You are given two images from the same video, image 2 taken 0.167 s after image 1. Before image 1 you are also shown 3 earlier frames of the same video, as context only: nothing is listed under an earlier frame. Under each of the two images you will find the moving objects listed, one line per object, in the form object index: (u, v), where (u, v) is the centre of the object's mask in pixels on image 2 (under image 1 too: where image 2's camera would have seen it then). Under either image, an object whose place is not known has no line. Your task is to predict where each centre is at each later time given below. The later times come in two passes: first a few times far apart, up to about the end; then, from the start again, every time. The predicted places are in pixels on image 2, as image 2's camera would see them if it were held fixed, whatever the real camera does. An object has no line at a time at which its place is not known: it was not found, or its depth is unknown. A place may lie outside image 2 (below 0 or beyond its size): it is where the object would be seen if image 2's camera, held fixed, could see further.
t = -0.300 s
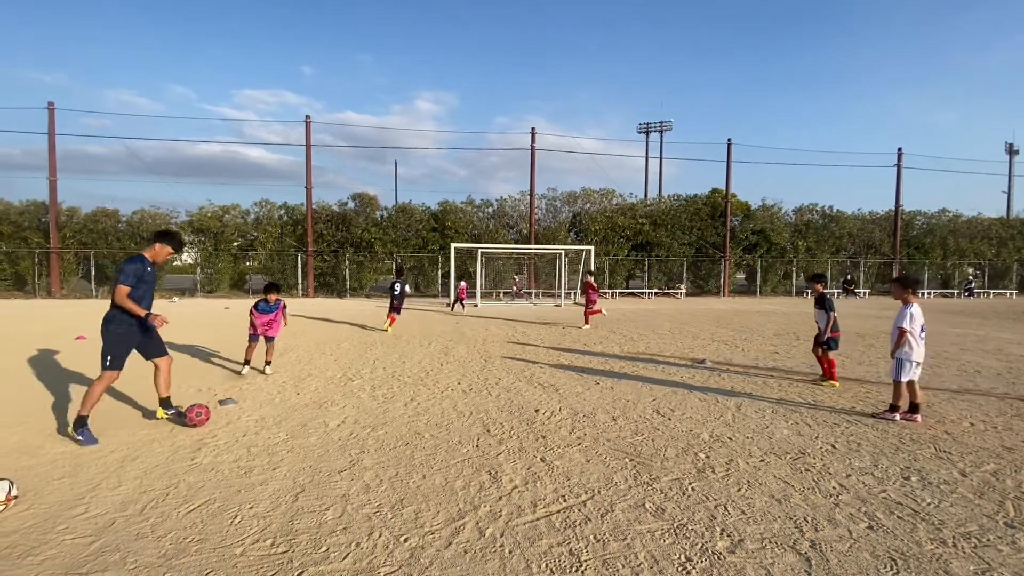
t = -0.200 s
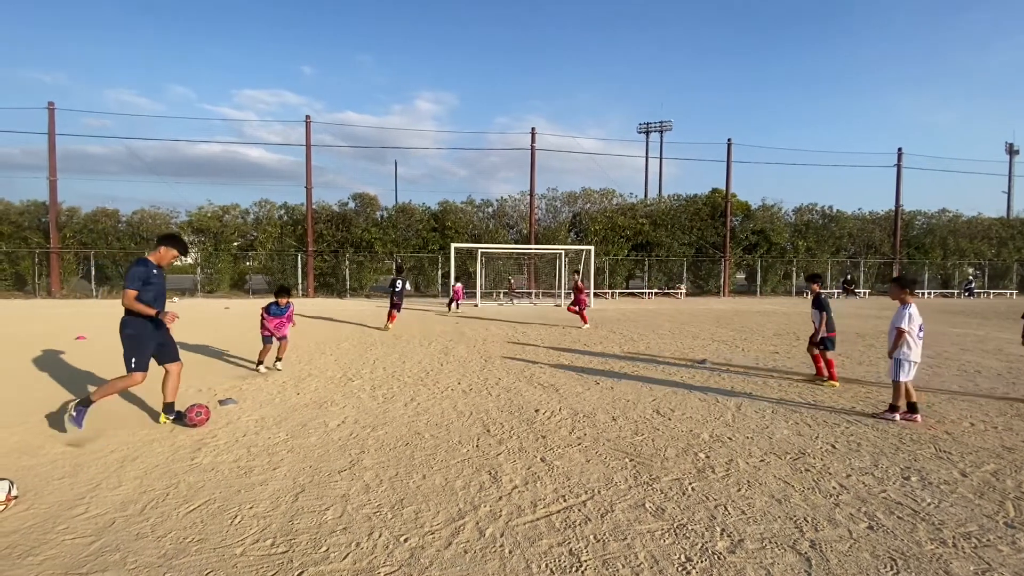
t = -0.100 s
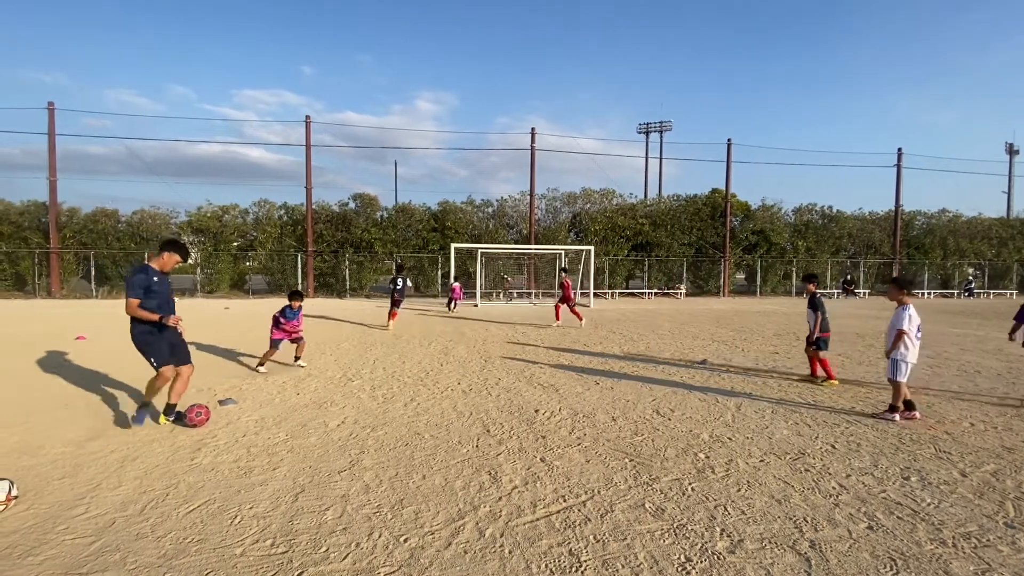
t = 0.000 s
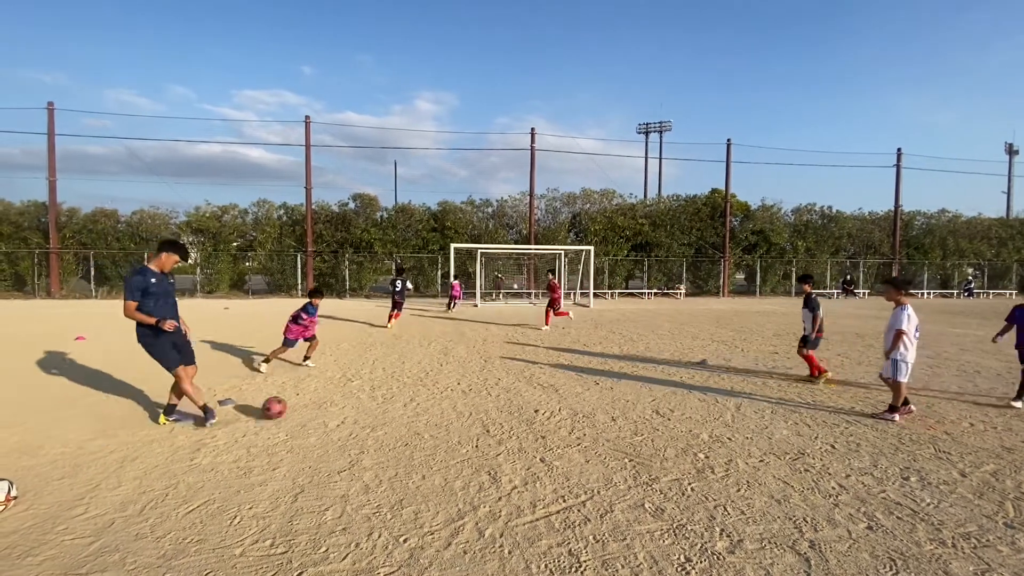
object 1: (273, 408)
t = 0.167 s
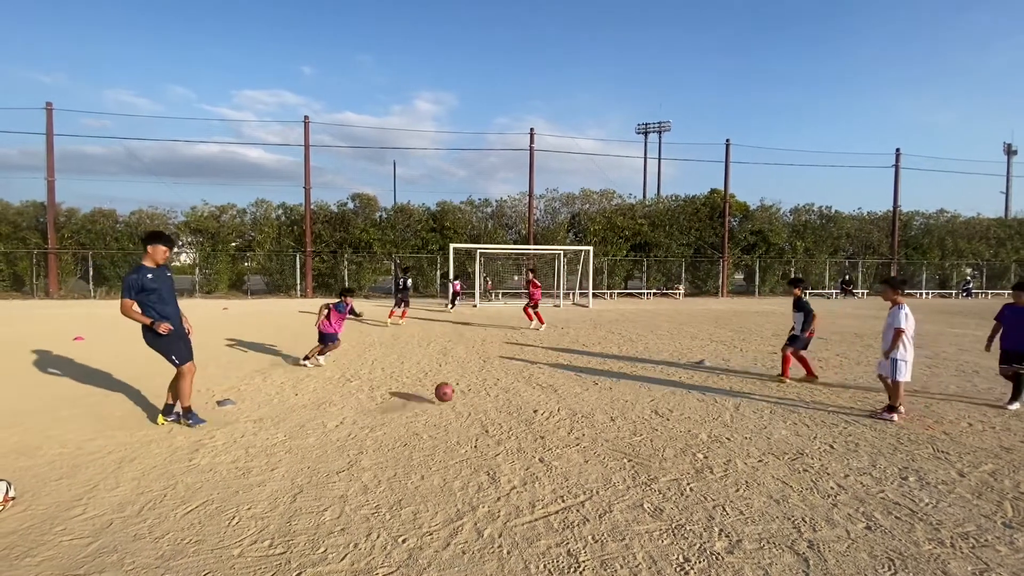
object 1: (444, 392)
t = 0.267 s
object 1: (522, 386)
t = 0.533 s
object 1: (670, 372)
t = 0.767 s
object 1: (760, 368)
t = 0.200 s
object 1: (471, 389)
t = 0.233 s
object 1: (497, 387)
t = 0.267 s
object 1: (522, 386)
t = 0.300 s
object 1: (545, 387)
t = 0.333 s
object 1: (567, 385)
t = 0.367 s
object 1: (586, 381)
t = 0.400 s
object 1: (604, 377)
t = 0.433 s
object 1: (621, 374)
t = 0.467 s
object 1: (638, 372)
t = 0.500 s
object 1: (656, 371)
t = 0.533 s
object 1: (670, 372)
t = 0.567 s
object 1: (686, 372)
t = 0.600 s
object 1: (701, 372)
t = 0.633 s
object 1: (713, 374)
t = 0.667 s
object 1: (726, 371)
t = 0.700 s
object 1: (738, 369)
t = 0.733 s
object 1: (749, 368)
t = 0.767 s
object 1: (760, 368)
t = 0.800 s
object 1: (770, 369)
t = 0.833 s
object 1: (779, 368)
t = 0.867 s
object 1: (790, 367)
